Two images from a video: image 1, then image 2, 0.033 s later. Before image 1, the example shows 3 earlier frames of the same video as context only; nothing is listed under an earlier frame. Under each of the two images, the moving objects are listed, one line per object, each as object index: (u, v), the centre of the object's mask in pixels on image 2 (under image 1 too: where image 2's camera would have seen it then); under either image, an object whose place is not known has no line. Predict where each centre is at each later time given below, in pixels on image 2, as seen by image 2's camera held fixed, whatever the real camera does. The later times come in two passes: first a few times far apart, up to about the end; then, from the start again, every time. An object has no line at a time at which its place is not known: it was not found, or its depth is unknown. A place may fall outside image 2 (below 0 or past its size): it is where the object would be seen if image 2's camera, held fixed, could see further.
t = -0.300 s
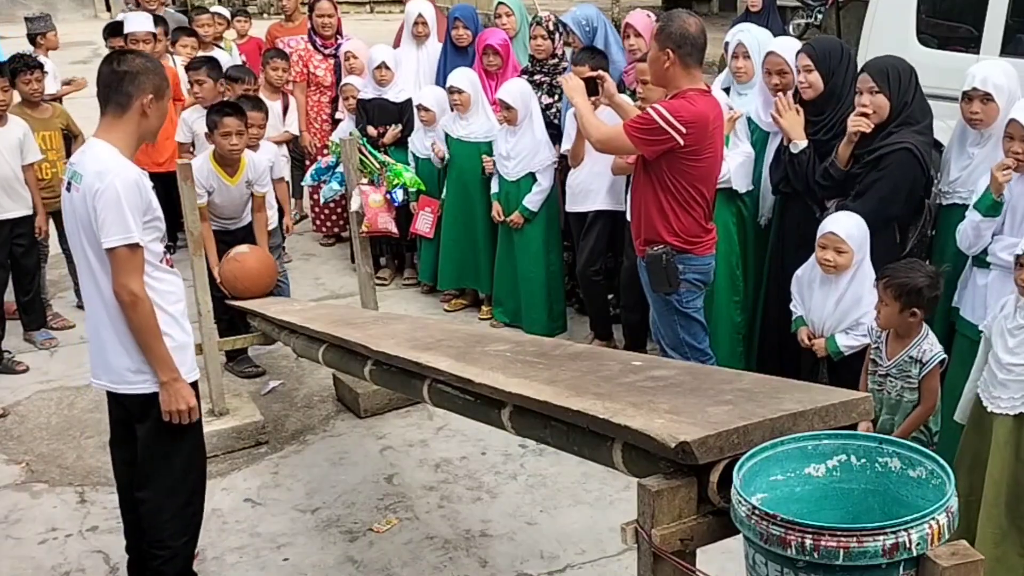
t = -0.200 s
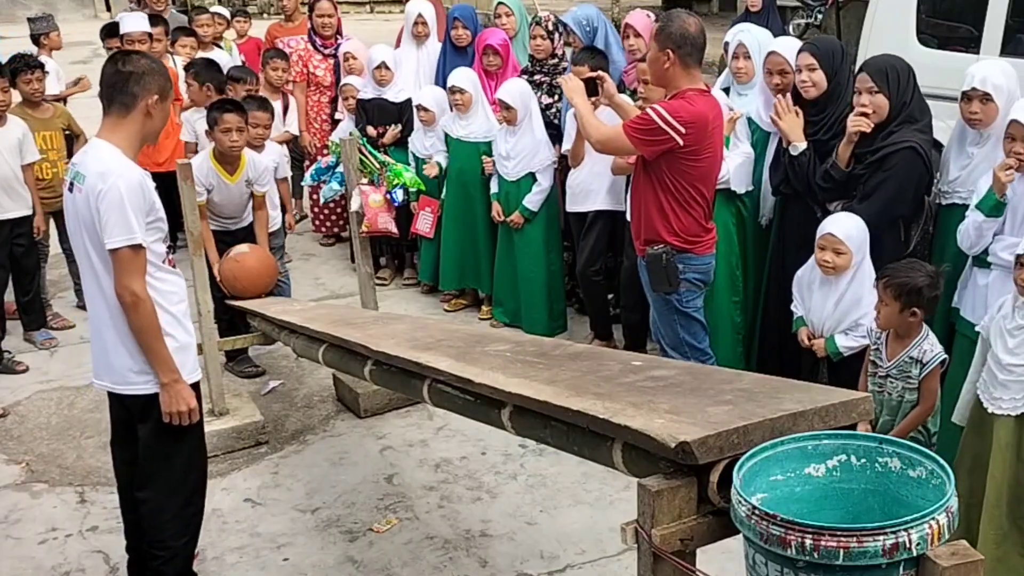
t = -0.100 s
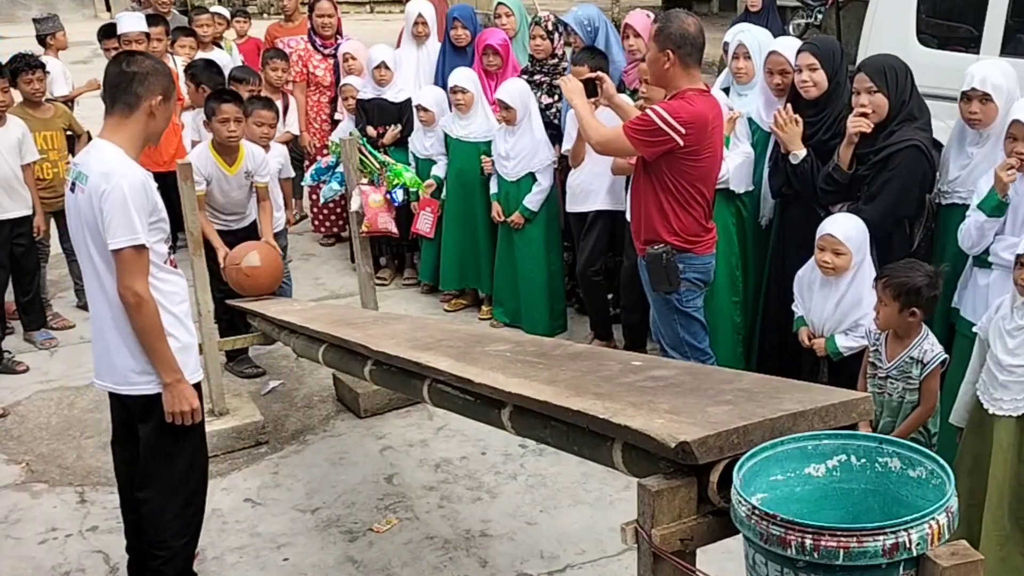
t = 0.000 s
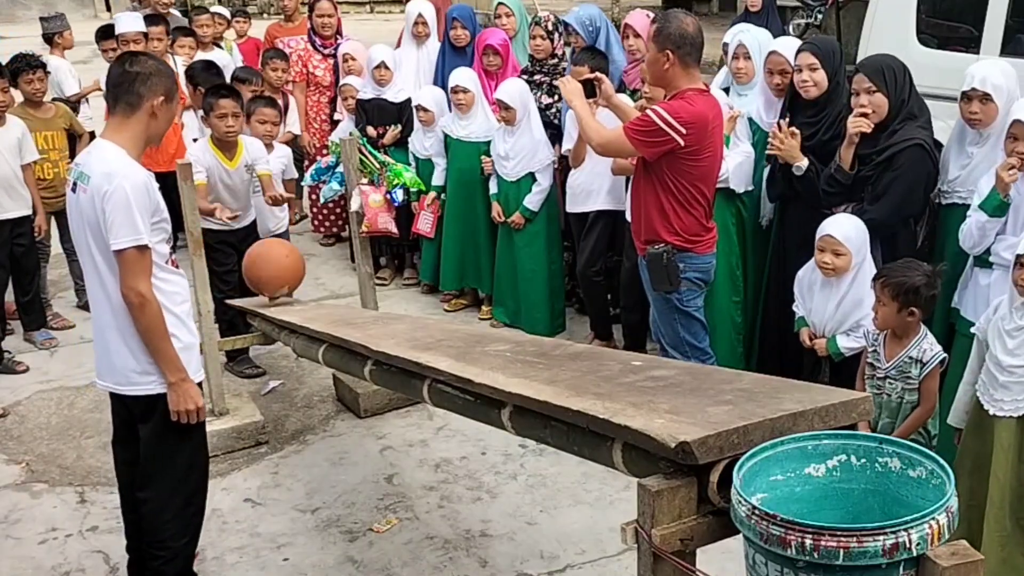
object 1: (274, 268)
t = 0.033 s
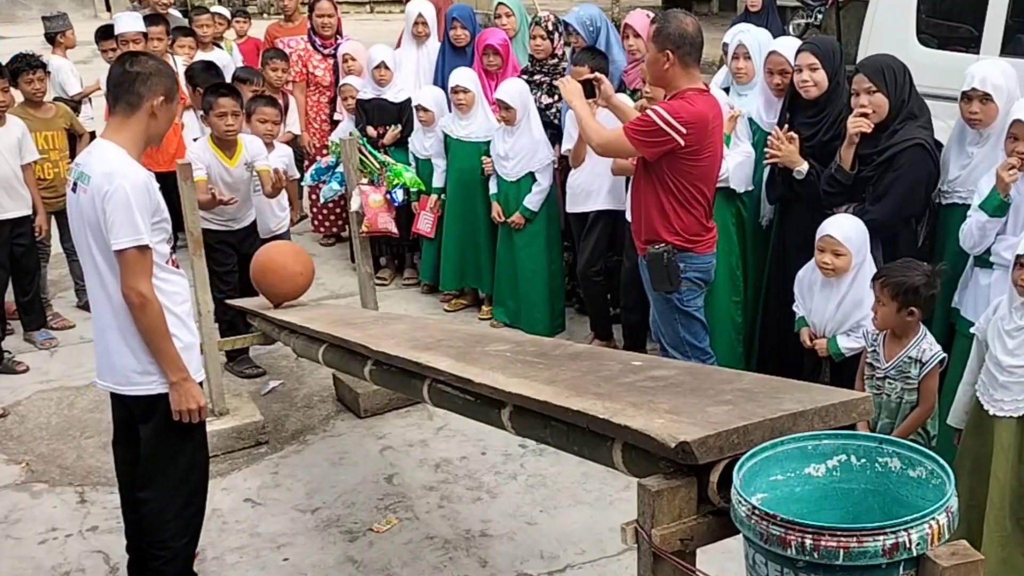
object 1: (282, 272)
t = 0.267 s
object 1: (338, 285)
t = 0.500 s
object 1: (398, 288)
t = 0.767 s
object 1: (477, 297)
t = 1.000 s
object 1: (551, 303)
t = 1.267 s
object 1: (639, 308)
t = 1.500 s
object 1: (716, 311)
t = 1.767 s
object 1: (799, 324)
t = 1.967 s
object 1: (882, 425)
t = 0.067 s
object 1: (292, 277)
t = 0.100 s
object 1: (301, 282)
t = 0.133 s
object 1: (307, 279)
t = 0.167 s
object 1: (314, 278)
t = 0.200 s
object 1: (322, 280)
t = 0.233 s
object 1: (330, 284)
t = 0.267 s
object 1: (338, 285)
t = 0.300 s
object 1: (345, 284)
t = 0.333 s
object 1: (353, 285)
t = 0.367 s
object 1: (362, 286)
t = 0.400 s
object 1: (371, 287)
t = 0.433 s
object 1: (380, 289)
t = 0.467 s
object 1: (389, 289)
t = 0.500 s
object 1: (398, 288)
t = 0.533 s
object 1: (408, 290)
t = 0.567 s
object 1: (417, 293)
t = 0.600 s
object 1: (426, 294)
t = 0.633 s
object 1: (436, 294)
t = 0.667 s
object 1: (445, 294)
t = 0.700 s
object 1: (455, 296)
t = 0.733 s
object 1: (466, 297)
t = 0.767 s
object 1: (477, 297)
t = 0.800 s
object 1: (487, 297)
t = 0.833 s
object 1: (497, 298)
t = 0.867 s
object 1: (508, 299)
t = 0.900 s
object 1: (519, 301)
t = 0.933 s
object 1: (530, 301)
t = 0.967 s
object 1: (540, 301)
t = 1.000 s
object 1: (551, 303)
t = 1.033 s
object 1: (562, 305)
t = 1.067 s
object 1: (573, 305)
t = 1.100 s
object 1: (584, 304)
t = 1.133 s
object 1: (595, 307)
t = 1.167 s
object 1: (605, 308)
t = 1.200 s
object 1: (616, 308)
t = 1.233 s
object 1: (627, 308)
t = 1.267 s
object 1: (639, 308)
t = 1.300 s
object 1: (651, 308)
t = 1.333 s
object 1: (662, 309)
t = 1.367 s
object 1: (673, 310)
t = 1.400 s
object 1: (684, 310)
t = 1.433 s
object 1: (695, 310)
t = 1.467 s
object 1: (706, 311)
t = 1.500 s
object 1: (716, 311)
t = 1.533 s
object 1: (726, 310)
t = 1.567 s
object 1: (736, 311)
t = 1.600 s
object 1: (746, 313)
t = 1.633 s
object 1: (756, 313)
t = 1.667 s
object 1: (766, 315)
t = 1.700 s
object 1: (777, 316)
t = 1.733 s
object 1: (787, 319)
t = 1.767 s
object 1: (799, 324)
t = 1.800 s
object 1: (810, 332)
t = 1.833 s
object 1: (822, 341)
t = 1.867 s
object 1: (835, 355)
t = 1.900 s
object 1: (852, 377)
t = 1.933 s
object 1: (872, 401)
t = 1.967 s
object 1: (882, 425)
